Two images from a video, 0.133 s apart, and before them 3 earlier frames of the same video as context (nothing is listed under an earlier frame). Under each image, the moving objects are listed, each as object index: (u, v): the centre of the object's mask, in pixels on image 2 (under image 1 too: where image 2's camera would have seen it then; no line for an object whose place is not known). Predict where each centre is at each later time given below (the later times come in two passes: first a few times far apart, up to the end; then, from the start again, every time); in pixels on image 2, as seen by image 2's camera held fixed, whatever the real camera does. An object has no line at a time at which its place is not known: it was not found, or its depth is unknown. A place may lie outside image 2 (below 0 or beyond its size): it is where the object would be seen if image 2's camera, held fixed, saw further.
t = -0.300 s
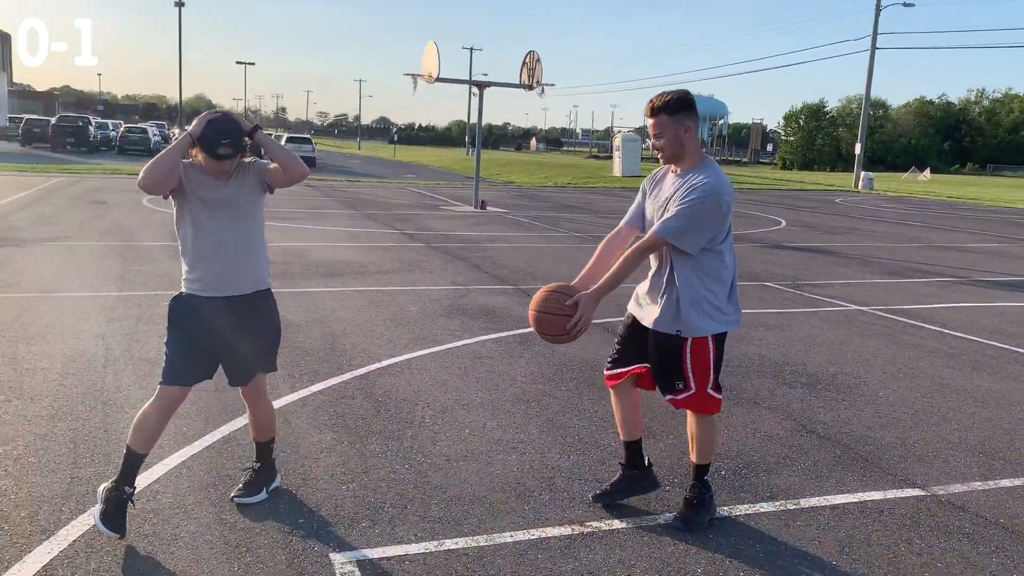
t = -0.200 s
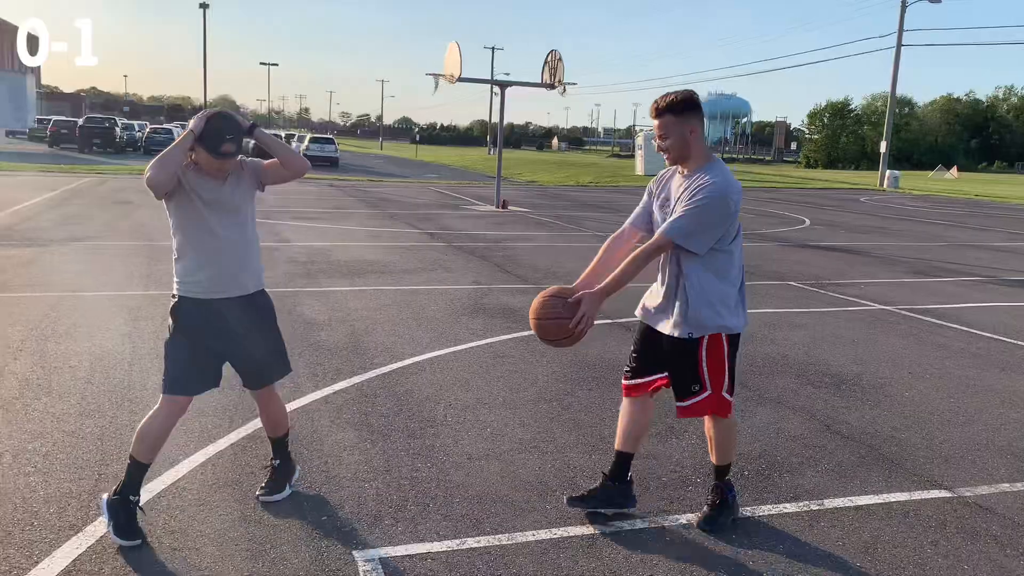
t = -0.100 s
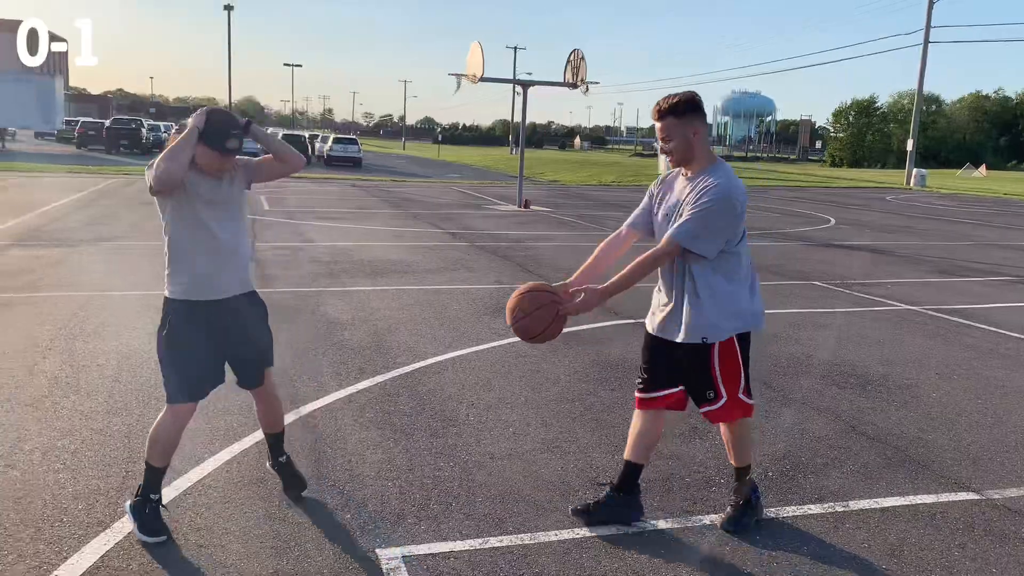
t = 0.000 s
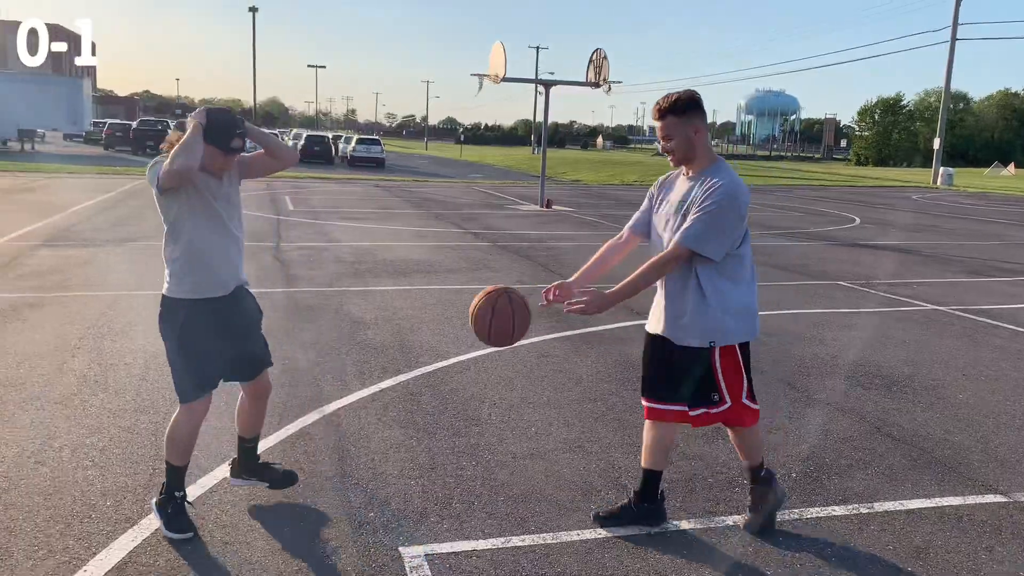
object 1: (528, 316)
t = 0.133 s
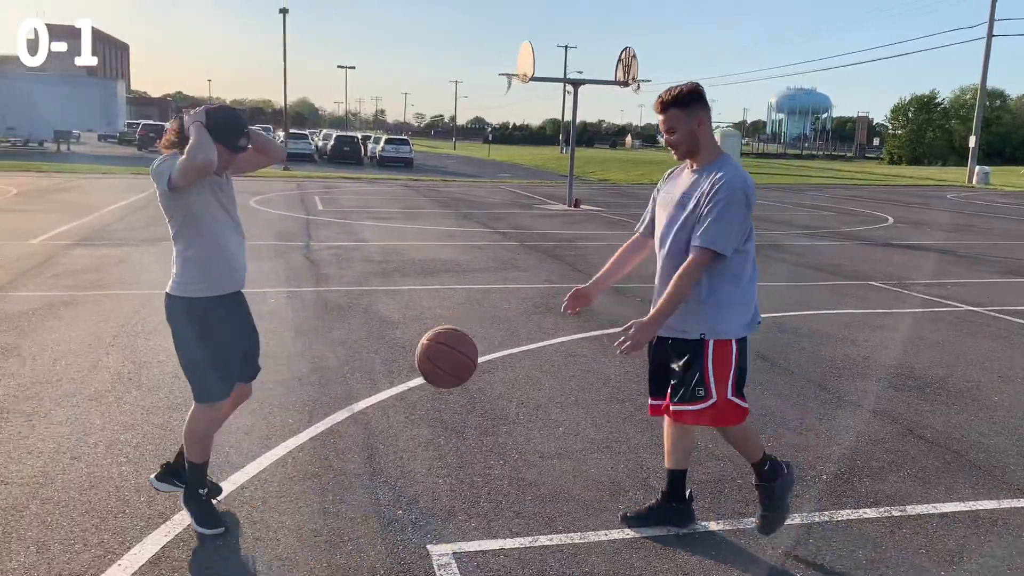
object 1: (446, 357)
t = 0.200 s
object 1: (405, 395)
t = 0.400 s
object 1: (289, 465)
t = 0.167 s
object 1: (426, 375)
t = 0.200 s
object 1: (405, 395)
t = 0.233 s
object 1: (384, 418)
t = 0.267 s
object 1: (363, 444)
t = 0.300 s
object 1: (342, 473)
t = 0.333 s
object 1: (321, 505)
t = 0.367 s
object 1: (305, 488)
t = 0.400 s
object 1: (289, 465)
